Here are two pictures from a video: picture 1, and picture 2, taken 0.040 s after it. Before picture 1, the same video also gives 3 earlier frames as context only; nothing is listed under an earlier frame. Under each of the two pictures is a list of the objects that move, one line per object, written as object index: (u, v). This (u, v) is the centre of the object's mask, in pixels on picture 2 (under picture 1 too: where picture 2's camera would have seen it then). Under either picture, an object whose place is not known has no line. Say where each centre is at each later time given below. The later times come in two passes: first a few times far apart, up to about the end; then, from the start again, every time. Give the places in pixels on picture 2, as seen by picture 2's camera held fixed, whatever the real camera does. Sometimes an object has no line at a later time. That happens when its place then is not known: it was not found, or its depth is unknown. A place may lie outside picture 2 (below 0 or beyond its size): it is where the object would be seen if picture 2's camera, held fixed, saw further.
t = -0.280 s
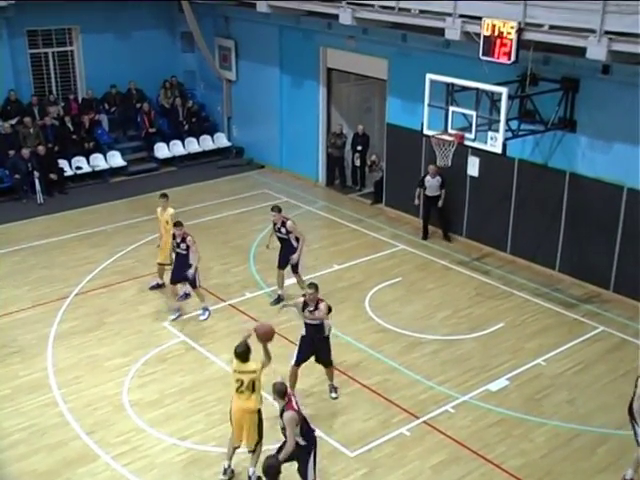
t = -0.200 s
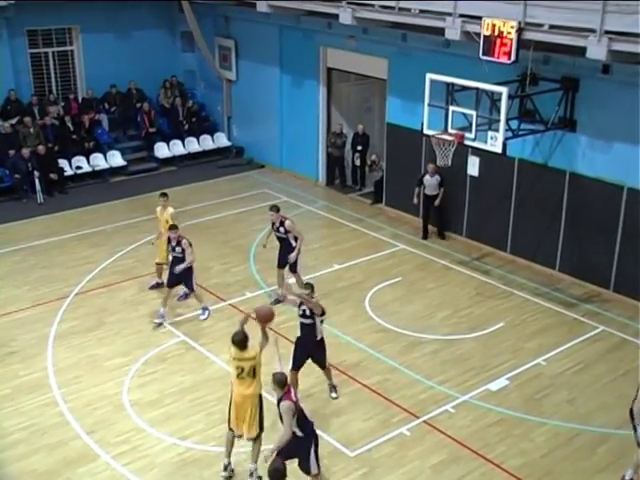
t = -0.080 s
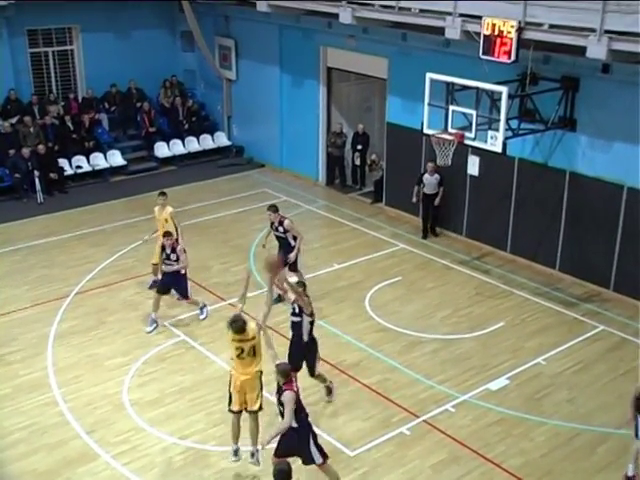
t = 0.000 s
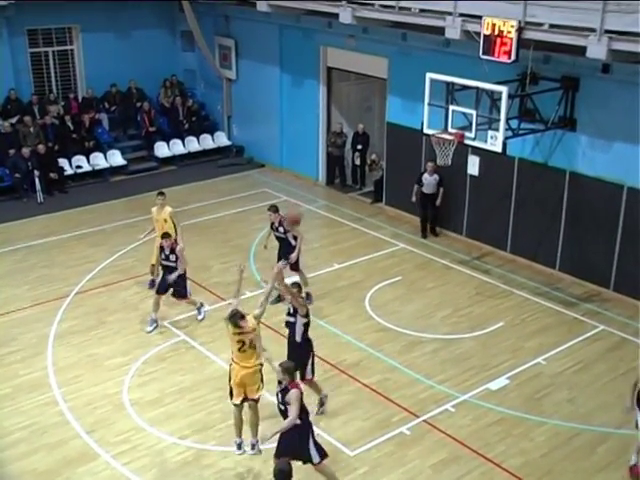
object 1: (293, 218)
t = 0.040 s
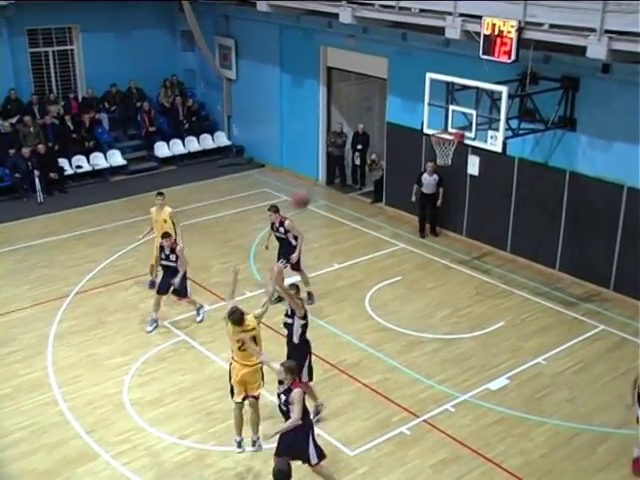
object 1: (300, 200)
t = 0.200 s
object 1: (333, 136)
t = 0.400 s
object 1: (369, 95)
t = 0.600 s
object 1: (399, 86)
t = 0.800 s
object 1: (425, 103)
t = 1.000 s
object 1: (442, 139)
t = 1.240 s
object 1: (450, 161)
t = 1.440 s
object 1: (451, 196)
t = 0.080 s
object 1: (308, 183)
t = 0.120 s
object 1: (317, 166)
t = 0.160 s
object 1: (325, 151)
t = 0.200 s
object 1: (333, 136)
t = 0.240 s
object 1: (341, 126)
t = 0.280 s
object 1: (347, 117)
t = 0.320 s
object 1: (355, 108)
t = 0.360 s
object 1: (361, 101)
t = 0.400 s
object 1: (369, 95)
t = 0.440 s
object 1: (375, 90)
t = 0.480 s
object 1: (381, 88)
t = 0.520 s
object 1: (388, 86)
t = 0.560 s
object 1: (394, 86)
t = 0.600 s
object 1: (399, 86)
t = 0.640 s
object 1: (404, 87)
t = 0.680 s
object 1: (409, 90)
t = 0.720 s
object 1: (414, 93)
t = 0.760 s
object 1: (419, 97)
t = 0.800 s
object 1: (425, 103)
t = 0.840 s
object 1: (429, 109)
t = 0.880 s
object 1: (433, 116)
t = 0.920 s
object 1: (438, 124)
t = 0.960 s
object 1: (441, 130)
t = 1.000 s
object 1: (442, 139)
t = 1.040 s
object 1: (448, 146)
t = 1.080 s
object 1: (447, 146)
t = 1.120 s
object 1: (448, 147)
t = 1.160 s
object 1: (448, 153)
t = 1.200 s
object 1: (448, 156)
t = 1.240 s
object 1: (450, 161)
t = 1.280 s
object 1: (451, 167)
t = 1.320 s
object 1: (451, 173)
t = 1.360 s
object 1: (451, 180)
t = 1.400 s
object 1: (451, 188)
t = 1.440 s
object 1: (451, 196)
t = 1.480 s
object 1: (451, 205)
